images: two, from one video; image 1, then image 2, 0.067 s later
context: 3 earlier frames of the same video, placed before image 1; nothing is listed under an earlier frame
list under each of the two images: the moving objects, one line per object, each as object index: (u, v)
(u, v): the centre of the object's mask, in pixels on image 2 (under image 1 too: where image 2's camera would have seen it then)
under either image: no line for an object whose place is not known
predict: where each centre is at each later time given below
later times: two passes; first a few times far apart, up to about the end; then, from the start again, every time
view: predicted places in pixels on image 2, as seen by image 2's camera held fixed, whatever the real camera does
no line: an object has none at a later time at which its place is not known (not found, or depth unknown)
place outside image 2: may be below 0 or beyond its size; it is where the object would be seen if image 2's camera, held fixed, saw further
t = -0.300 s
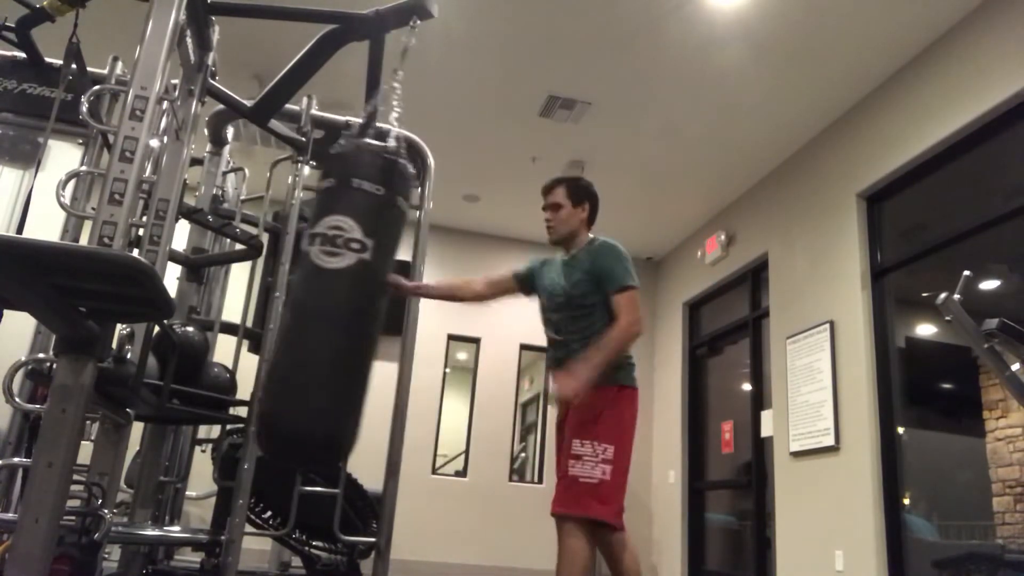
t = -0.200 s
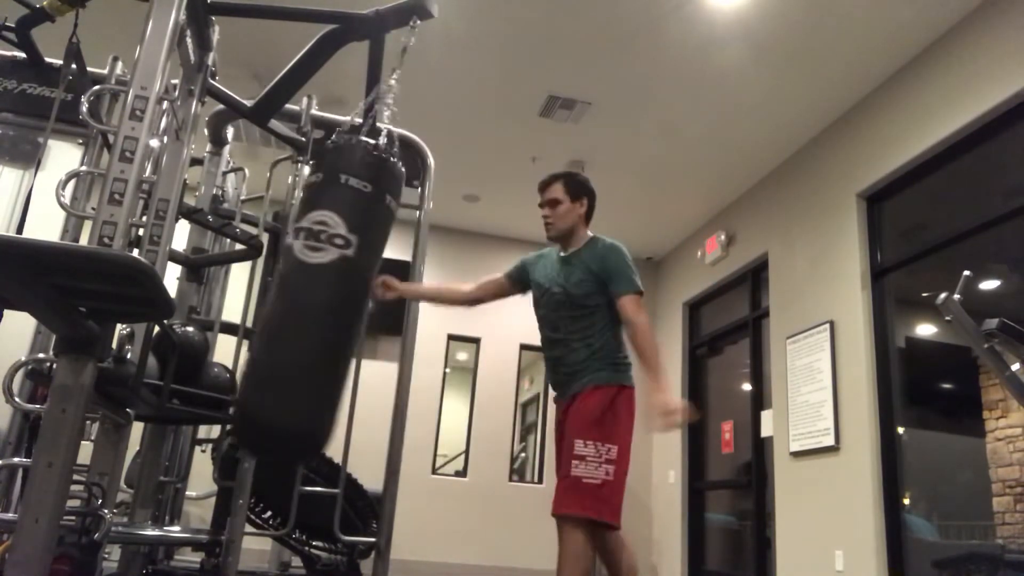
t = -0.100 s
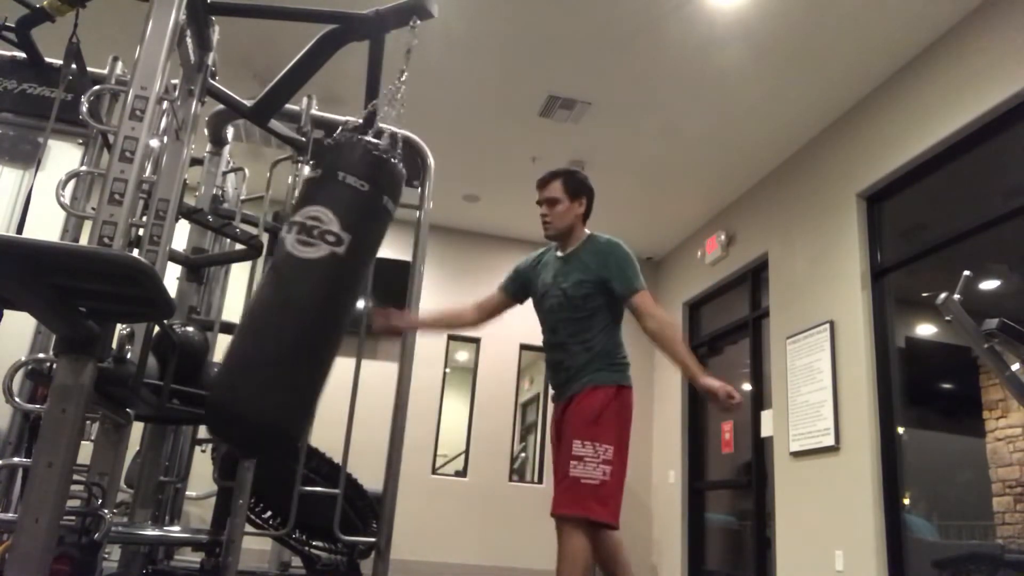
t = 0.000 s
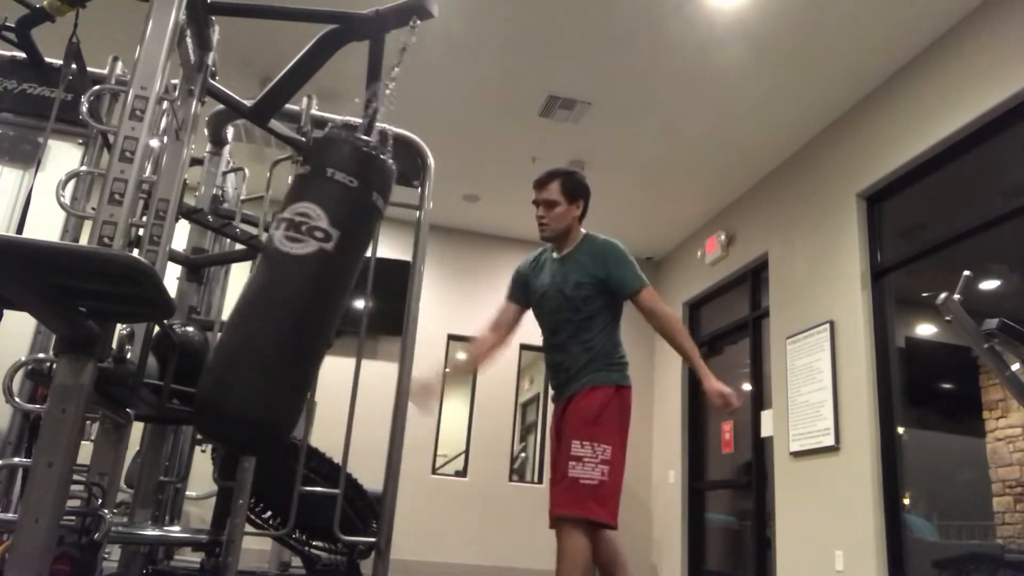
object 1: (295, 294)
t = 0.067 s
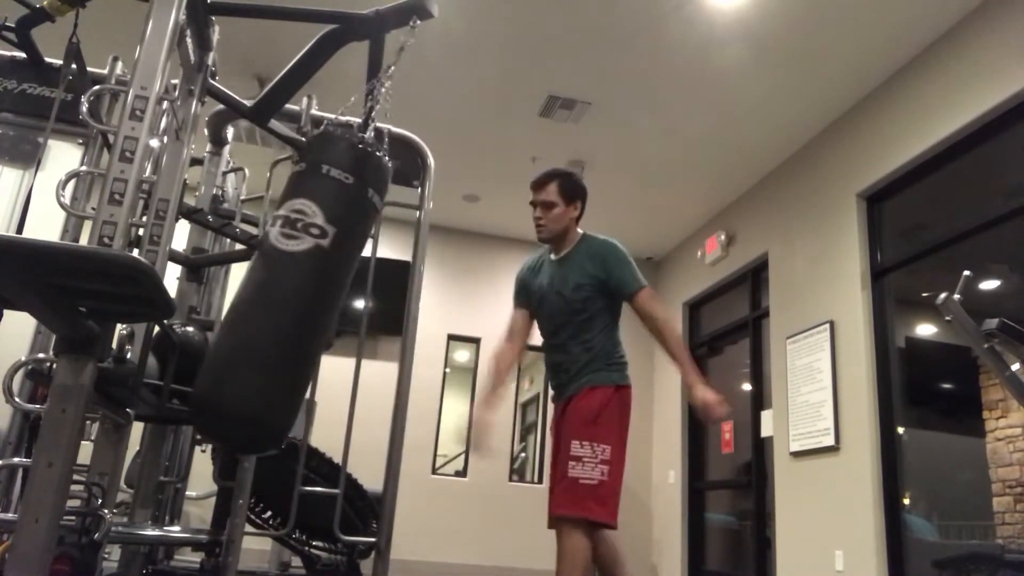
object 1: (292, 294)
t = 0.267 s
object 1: (298, 294)
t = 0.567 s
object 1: (345, 305)
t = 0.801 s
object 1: (399, 309)
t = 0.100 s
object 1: (291, 294)
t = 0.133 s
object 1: (291, 294)
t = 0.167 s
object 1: (292, 294)
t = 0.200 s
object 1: (294, 294)
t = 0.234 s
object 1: (296, 294)
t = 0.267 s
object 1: (298, 294)
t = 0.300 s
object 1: (300, 295)
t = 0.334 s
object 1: (304, 297)
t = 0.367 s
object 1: (308, 297)
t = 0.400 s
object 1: (314, 297)
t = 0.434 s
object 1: (319, 300)
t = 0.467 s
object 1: (326, 301)
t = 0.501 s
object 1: (332, 302)
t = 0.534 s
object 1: (338, 304)
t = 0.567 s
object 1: (345, 305)
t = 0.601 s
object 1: (353, 305)
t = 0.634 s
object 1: (360, 307)
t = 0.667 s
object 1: (368, 308)
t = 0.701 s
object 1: (374, 309)
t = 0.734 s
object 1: (383, 309)
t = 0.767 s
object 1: (391, 309)
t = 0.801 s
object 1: (399, 309)
